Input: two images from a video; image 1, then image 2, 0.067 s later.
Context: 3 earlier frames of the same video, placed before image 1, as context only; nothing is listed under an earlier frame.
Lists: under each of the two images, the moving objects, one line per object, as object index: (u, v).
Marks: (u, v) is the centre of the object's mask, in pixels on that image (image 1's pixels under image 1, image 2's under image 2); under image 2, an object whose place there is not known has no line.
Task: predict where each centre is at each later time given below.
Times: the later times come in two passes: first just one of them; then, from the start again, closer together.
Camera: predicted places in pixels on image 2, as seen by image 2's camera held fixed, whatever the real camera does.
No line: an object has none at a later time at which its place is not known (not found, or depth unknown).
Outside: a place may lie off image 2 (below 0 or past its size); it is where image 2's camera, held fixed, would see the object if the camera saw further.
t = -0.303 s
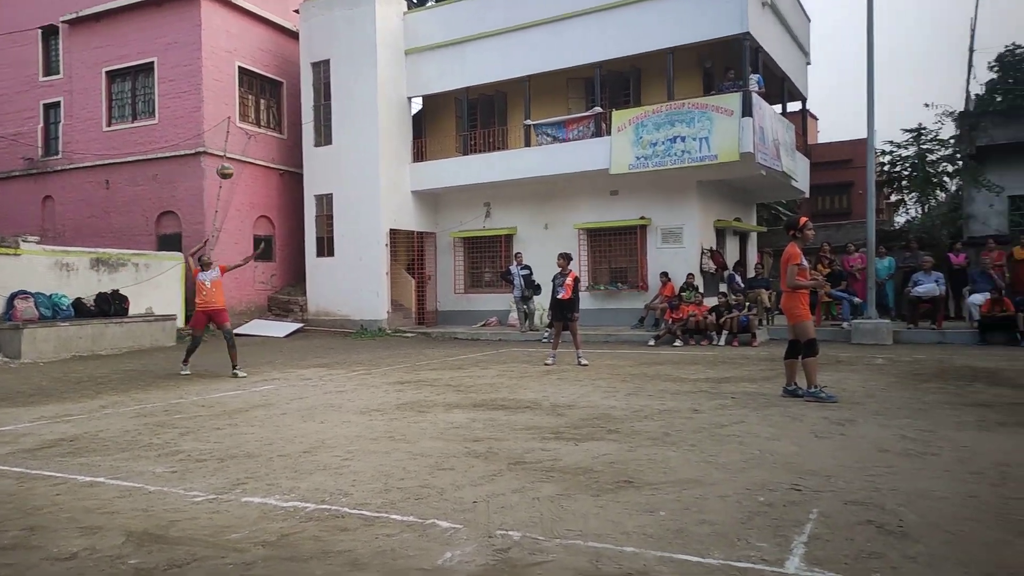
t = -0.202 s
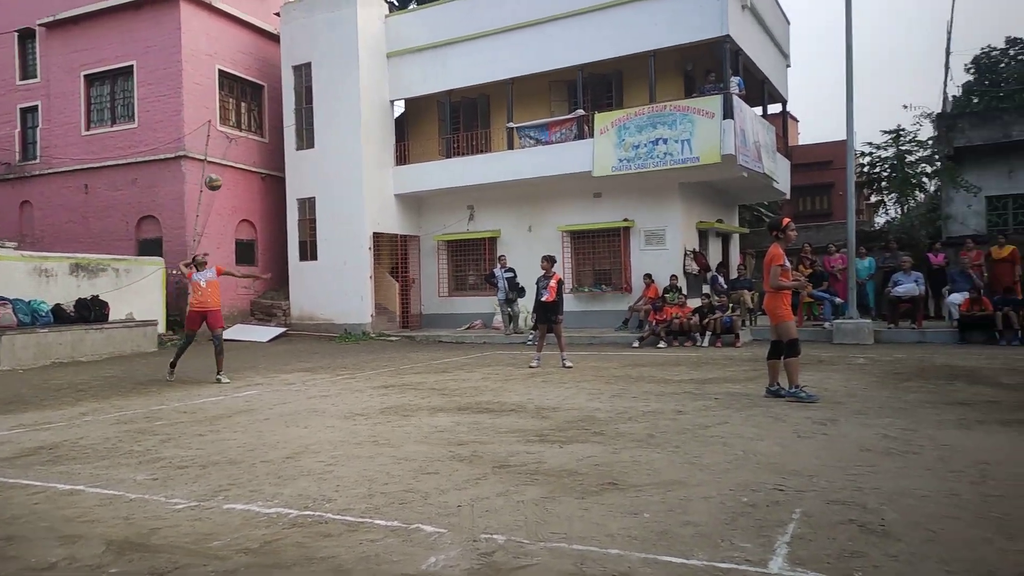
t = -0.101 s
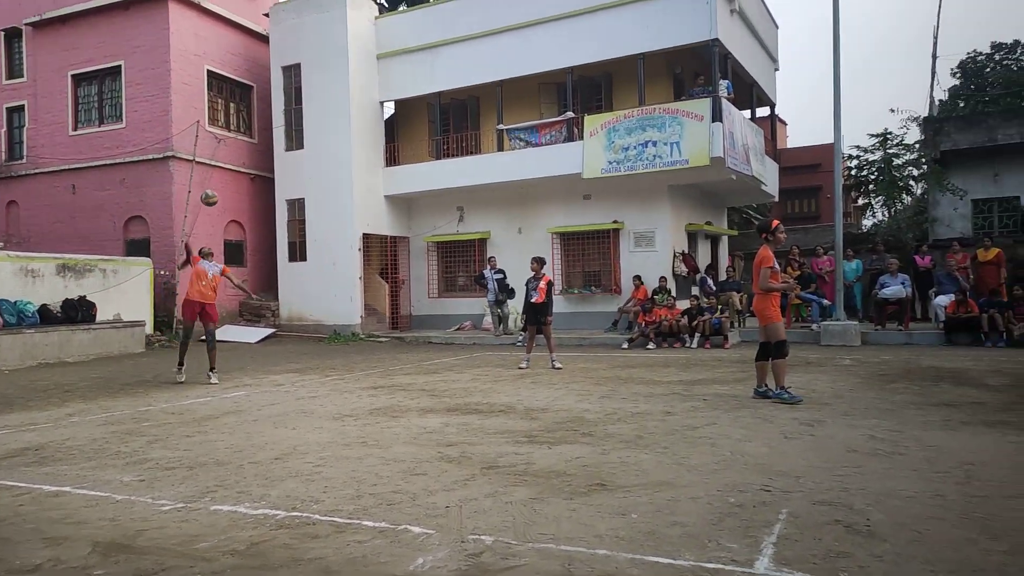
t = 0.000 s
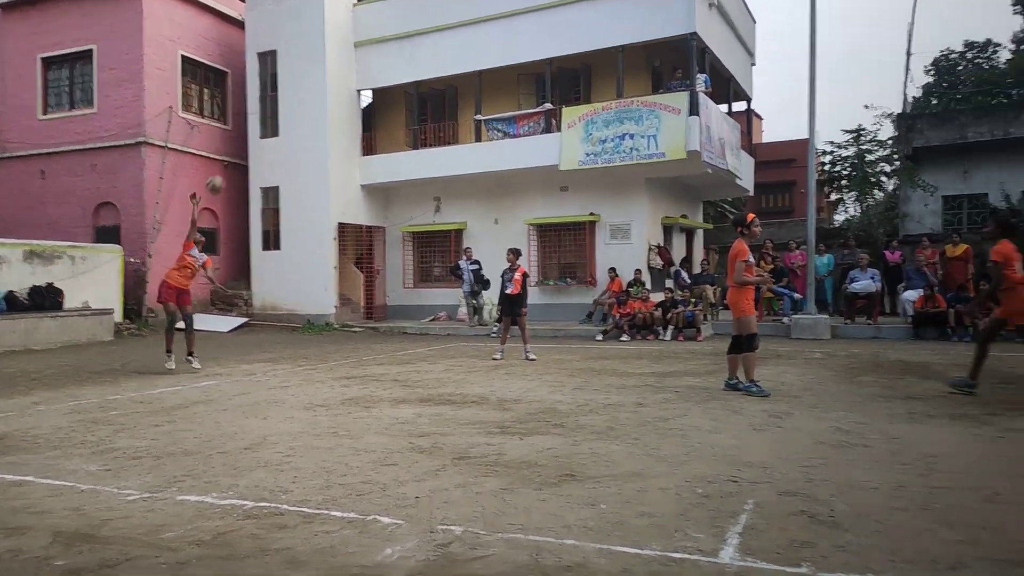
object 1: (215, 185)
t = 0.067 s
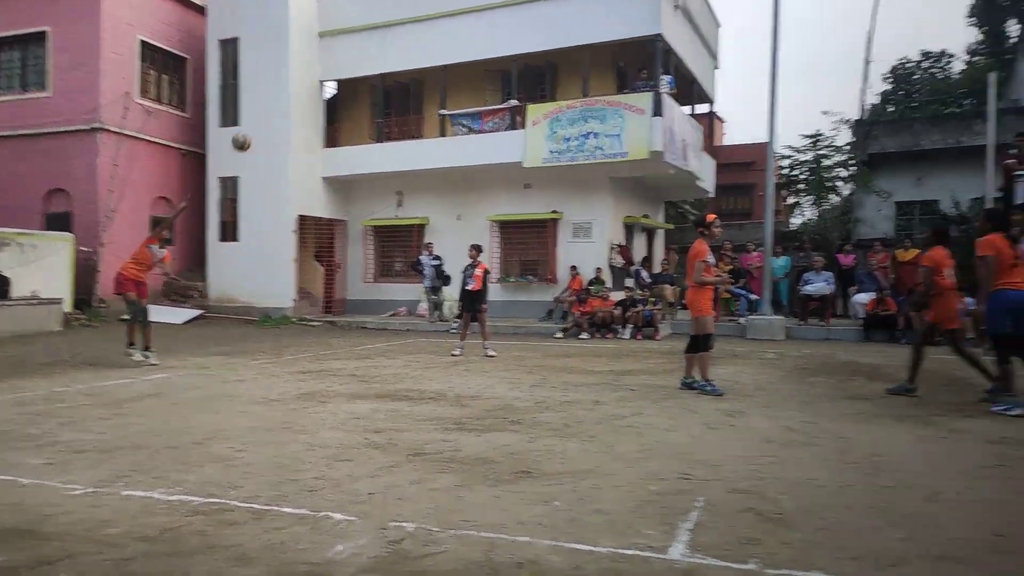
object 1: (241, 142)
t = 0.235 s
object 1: (424, 78)
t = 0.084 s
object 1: (258, 135)
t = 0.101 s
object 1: (276, 128)
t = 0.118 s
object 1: (293, 121)
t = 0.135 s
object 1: (311, 115)
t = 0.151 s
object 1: (329, 108)
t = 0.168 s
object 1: (348, 100)
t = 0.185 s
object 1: (366, 95)
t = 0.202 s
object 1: (386, 89)
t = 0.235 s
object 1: (424, 78)
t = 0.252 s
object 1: (445, 74)
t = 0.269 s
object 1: (465, 69)
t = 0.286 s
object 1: (485, 64)
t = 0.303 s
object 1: (506, 59)
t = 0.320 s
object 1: (527, 55)
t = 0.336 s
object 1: (548, 51)
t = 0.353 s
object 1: (569, 47)
